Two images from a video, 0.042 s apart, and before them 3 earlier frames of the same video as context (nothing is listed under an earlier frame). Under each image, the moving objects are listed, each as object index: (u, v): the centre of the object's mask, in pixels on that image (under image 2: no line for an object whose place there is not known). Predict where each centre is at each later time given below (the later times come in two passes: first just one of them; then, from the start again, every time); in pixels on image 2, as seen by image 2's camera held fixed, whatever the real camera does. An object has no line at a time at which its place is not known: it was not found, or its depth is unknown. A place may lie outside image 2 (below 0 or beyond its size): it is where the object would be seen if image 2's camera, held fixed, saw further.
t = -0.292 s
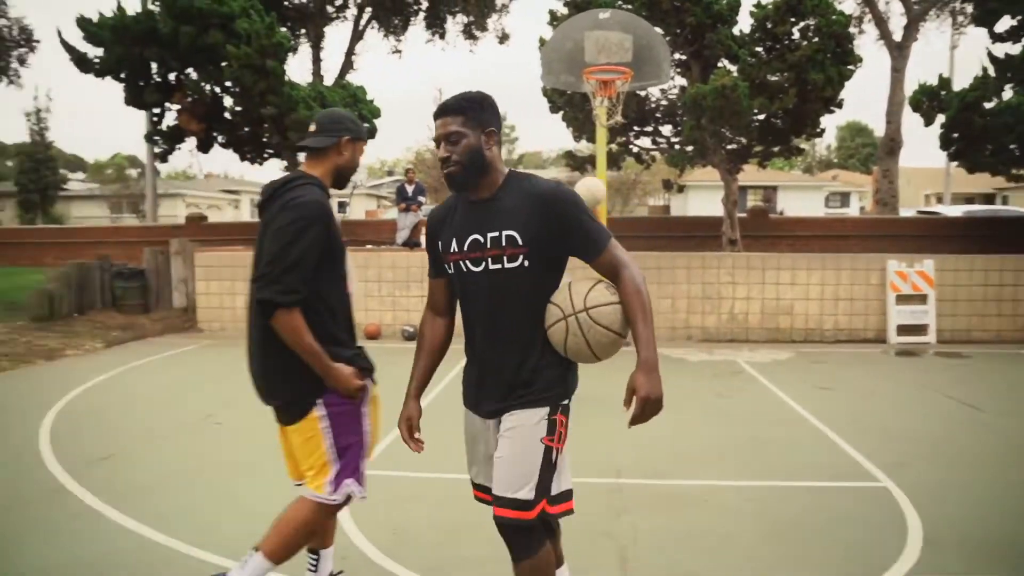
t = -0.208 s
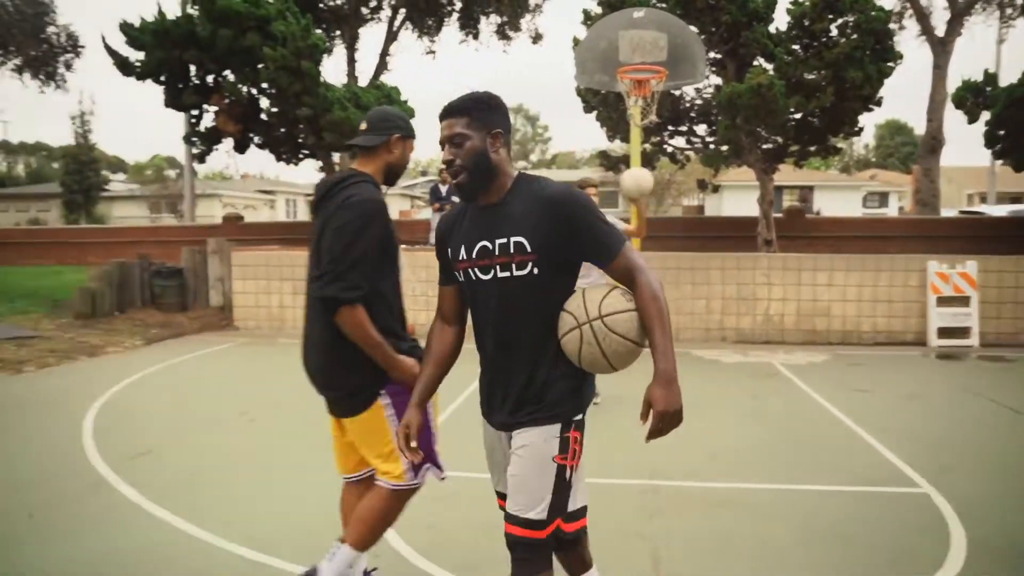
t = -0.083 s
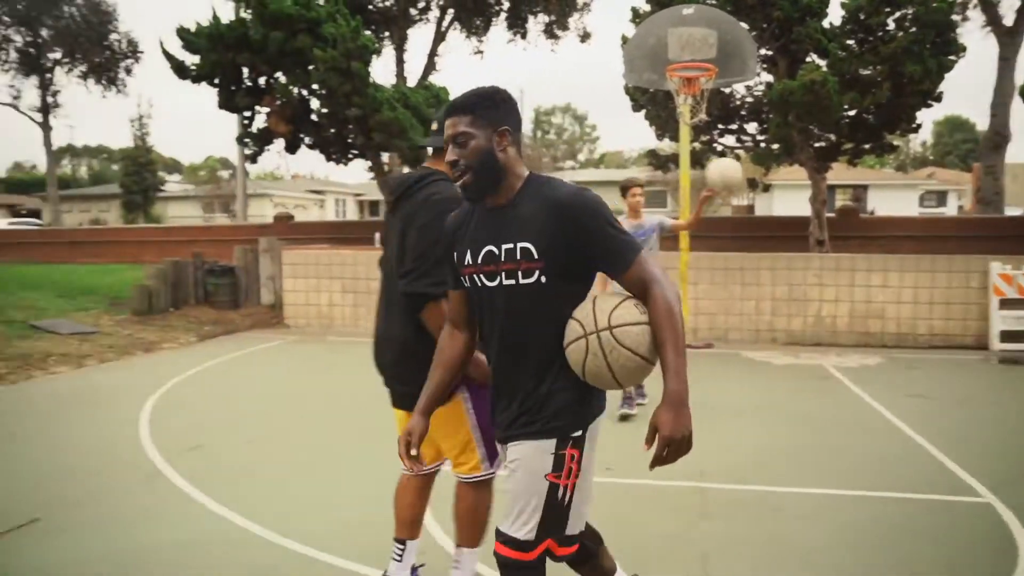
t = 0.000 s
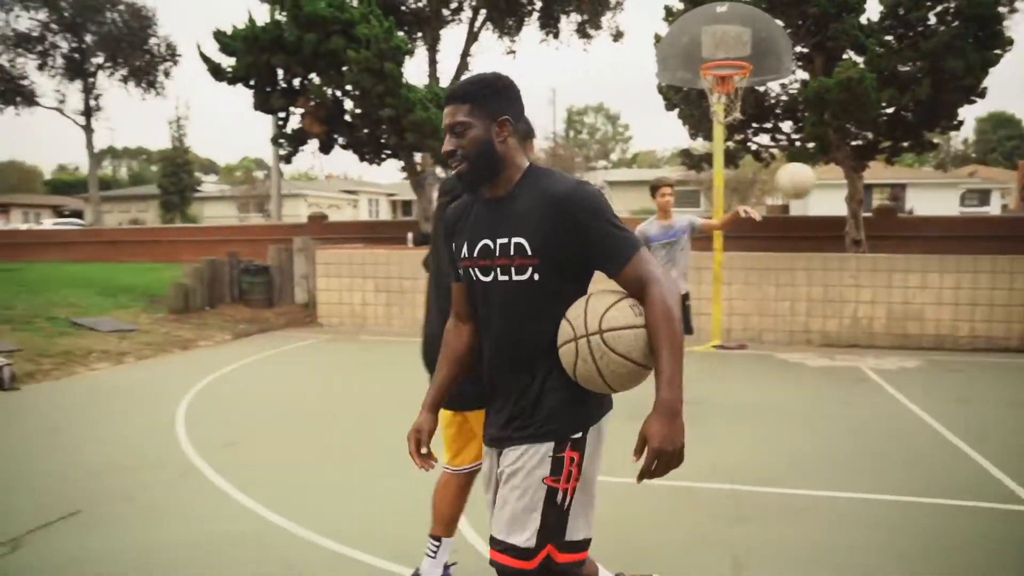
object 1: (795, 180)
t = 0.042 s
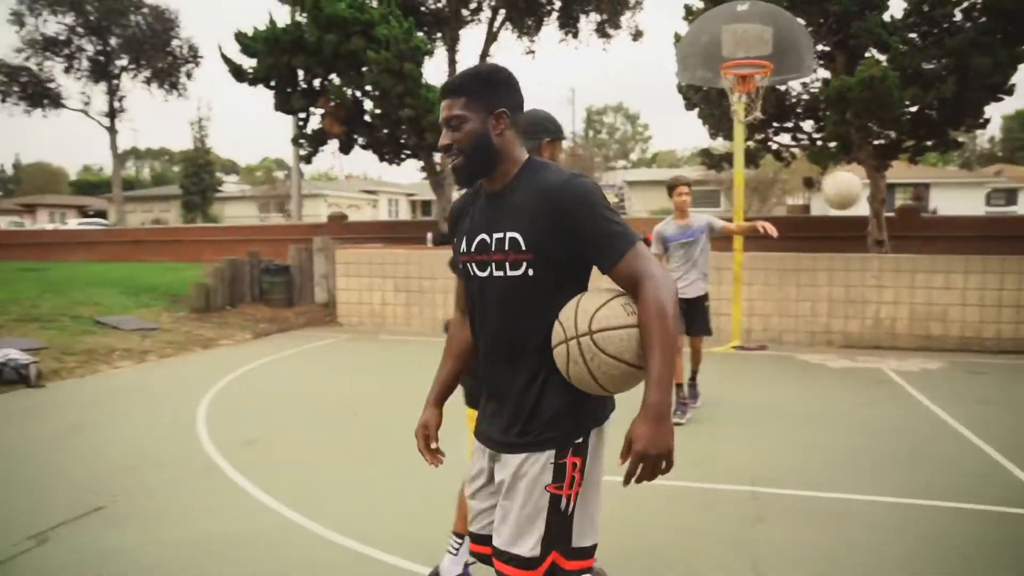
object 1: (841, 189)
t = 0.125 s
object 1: (888, 219)
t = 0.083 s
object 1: (860, 200)
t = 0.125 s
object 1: (888, 219)
